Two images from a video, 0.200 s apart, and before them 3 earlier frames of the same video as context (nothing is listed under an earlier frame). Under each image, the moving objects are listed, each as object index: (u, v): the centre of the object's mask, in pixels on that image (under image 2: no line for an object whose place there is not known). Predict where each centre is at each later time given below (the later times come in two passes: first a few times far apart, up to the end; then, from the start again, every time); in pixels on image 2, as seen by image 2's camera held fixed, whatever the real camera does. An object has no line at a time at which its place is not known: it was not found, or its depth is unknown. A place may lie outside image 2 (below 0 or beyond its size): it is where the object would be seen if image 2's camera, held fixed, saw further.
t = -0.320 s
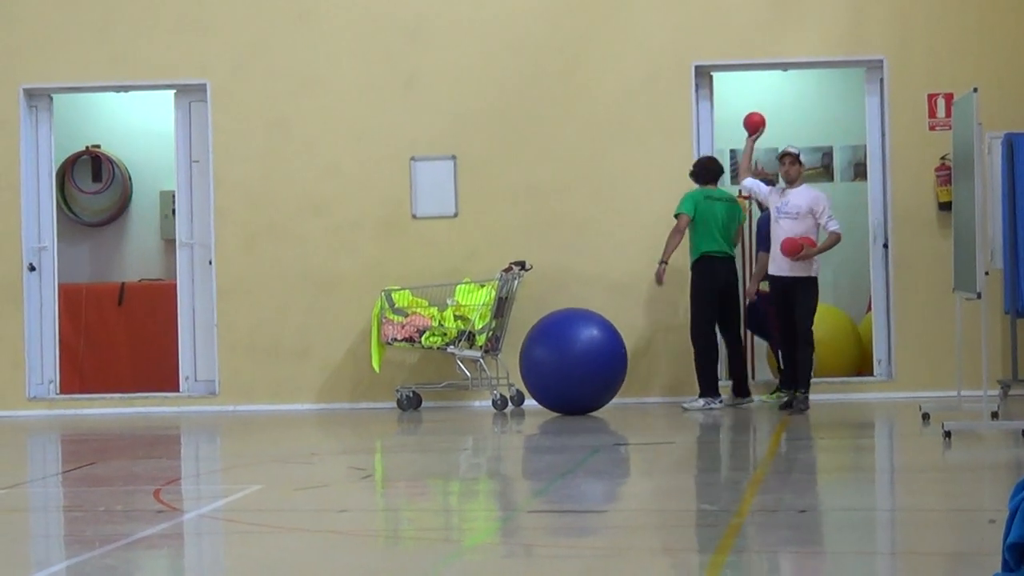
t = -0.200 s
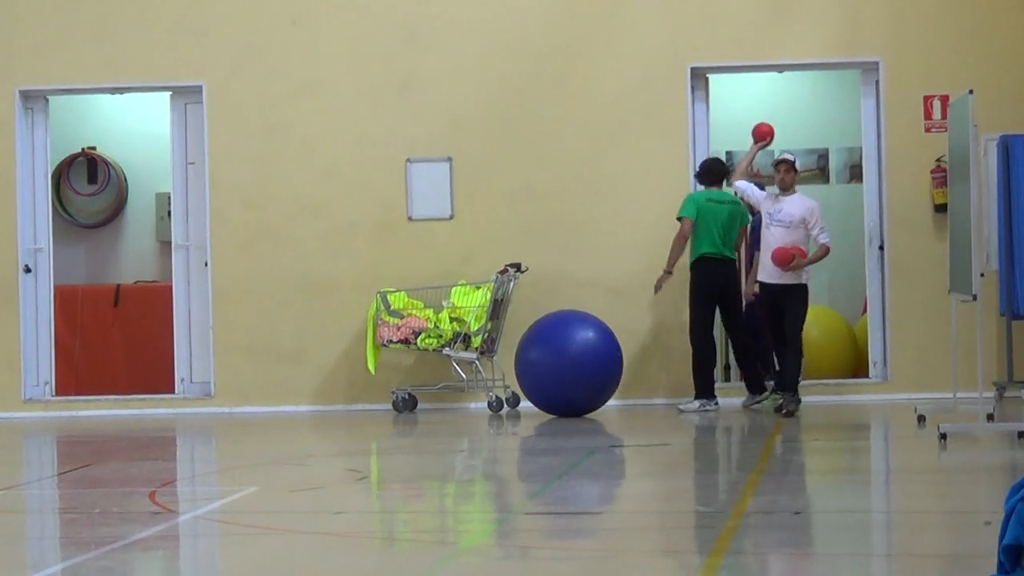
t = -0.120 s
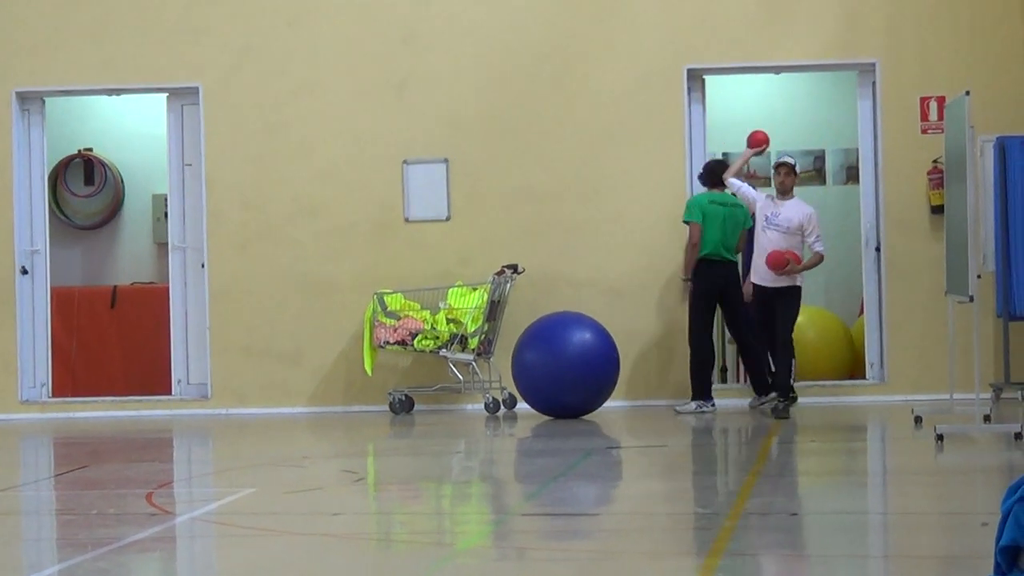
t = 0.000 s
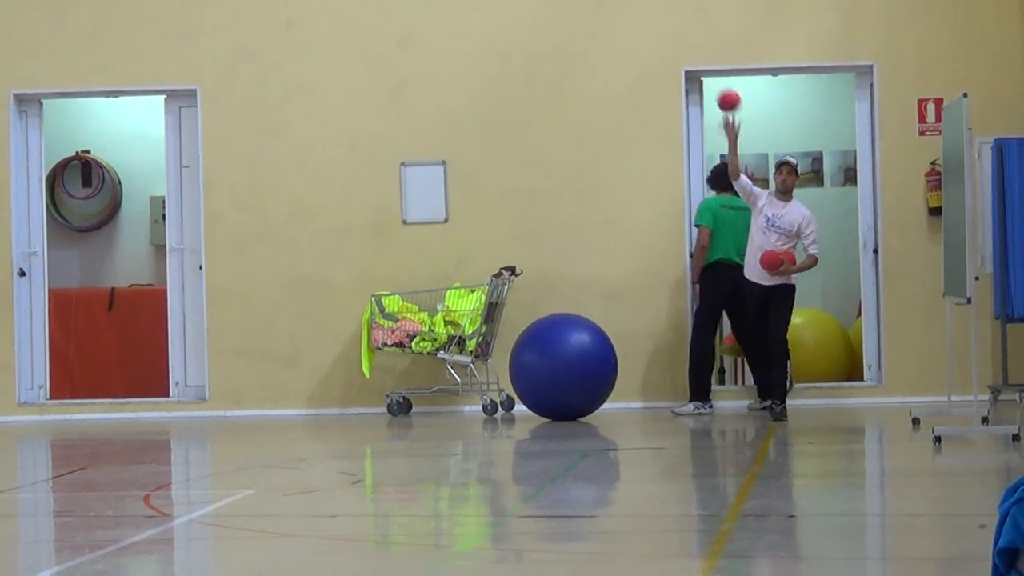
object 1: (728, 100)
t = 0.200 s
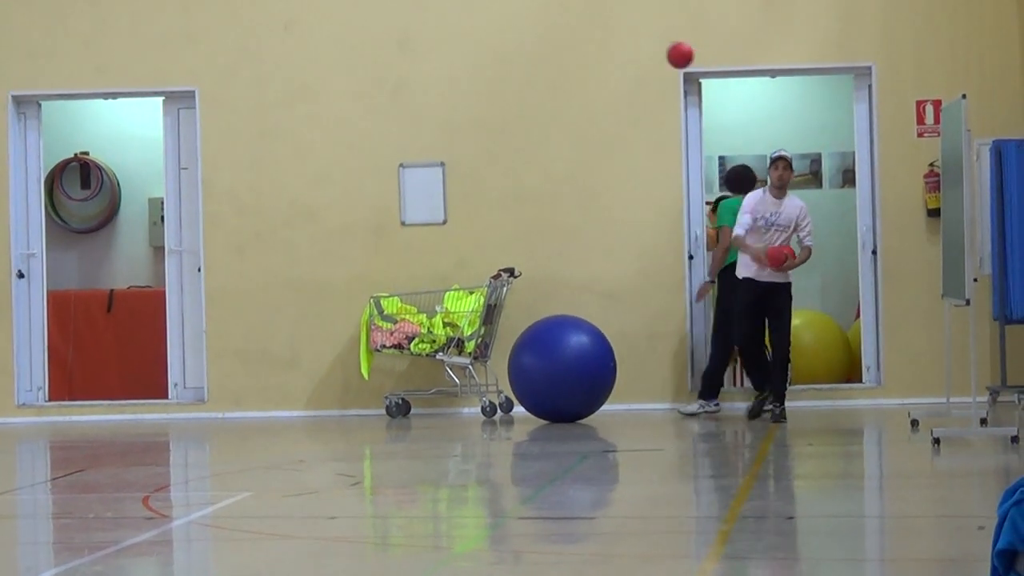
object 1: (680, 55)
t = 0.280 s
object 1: (659, 51)
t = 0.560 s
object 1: (595, 136)
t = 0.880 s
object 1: (514, 518)
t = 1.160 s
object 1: (435, 357)
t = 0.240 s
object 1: (669, 51)
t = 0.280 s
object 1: (659, 51)
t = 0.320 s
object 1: (649, 54)
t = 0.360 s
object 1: (640, 60)
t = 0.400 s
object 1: (631, 69)
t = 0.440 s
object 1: (622, 80)
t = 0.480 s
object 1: (612, 95)
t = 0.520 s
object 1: (604, 113)
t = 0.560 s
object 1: (595, 136)
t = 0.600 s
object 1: (586, 162)
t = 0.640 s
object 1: (576, 194)
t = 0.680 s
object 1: (565, 232)
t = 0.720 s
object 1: (554, 276)
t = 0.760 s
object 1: (543, 327)
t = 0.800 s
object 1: (534, 384)
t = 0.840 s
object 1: (524, 448)
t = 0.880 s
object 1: (514, 518)
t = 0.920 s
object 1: (505, 541)
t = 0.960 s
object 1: (493, 501)
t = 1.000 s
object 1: (482, 464)
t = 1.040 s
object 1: (471, 433)
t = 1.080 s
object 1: (459, 403)
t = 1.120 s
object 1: (447, 378)
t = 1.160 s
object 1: (435, 357)
